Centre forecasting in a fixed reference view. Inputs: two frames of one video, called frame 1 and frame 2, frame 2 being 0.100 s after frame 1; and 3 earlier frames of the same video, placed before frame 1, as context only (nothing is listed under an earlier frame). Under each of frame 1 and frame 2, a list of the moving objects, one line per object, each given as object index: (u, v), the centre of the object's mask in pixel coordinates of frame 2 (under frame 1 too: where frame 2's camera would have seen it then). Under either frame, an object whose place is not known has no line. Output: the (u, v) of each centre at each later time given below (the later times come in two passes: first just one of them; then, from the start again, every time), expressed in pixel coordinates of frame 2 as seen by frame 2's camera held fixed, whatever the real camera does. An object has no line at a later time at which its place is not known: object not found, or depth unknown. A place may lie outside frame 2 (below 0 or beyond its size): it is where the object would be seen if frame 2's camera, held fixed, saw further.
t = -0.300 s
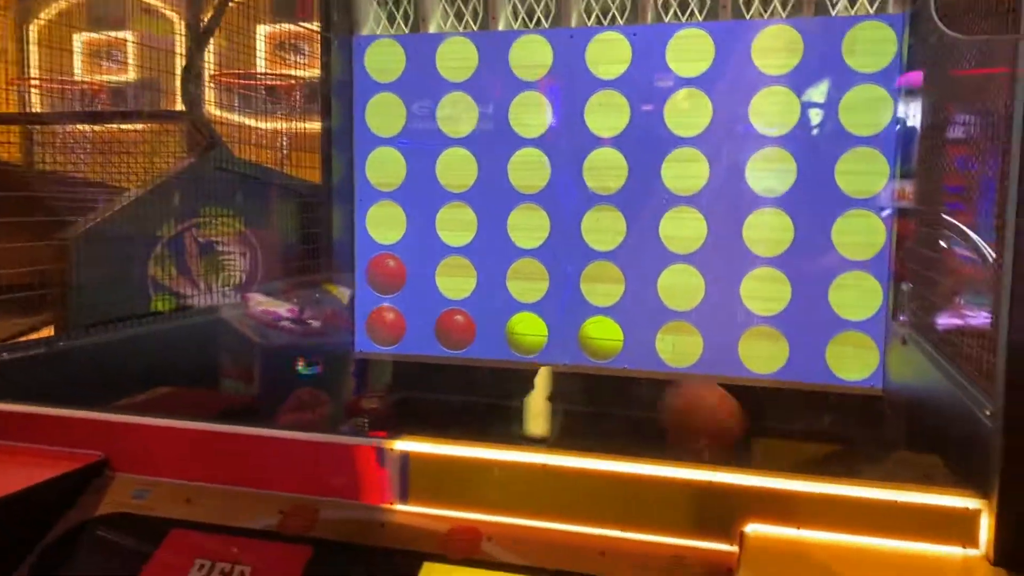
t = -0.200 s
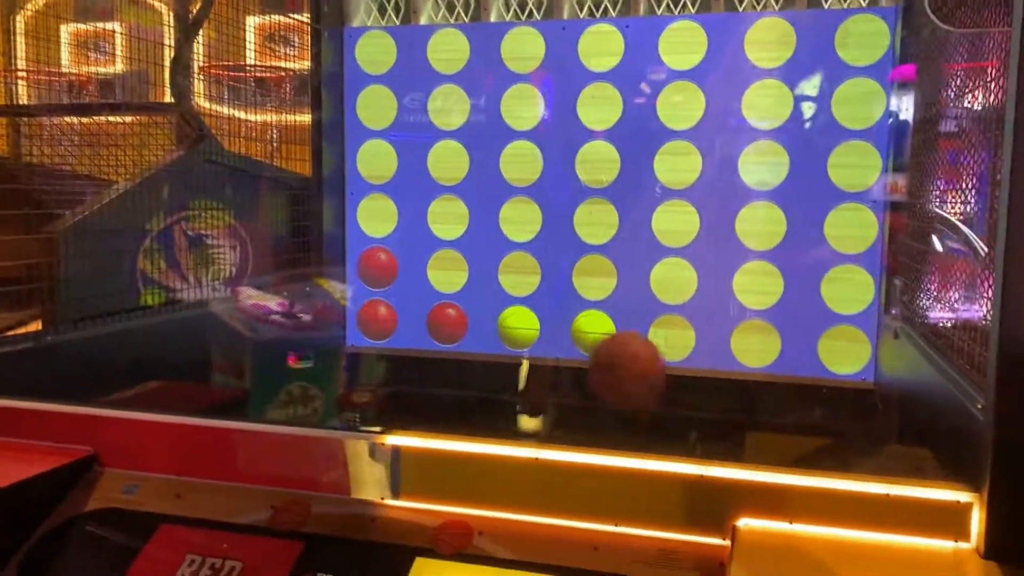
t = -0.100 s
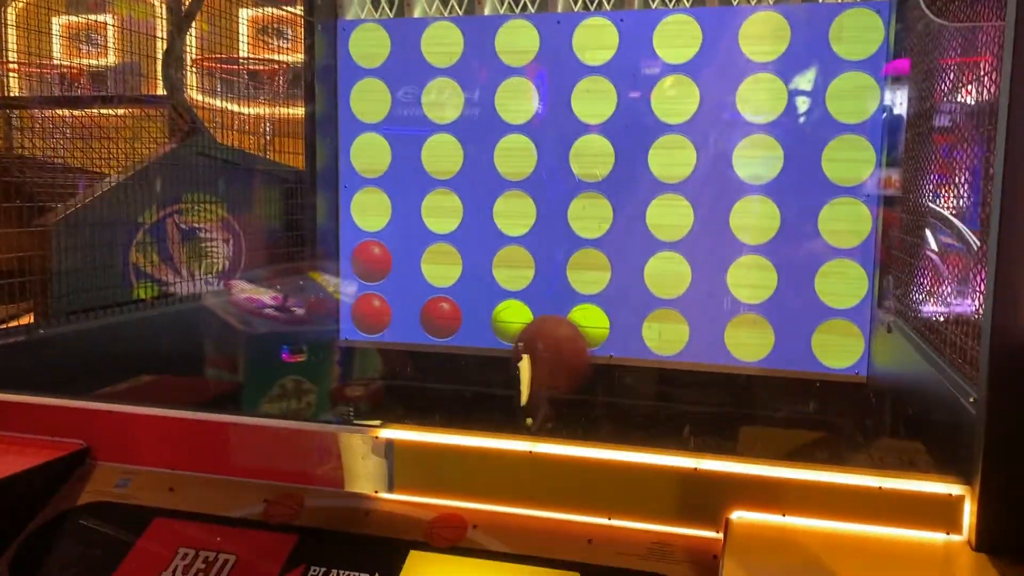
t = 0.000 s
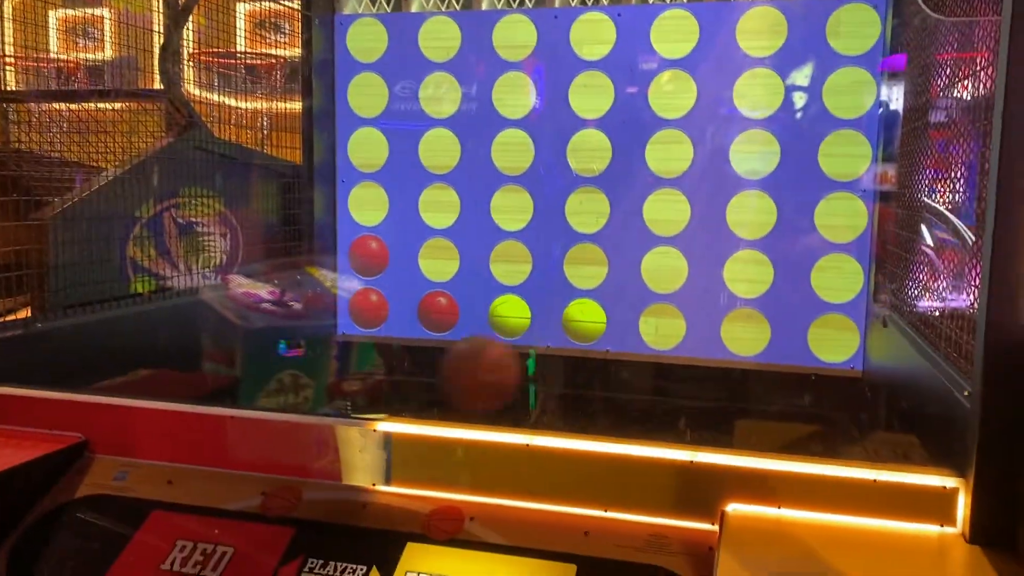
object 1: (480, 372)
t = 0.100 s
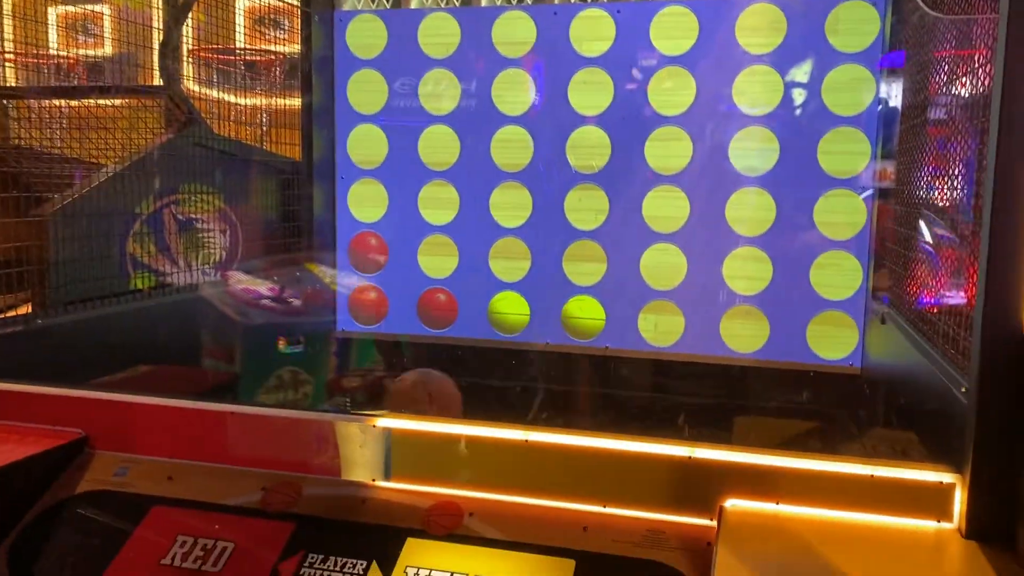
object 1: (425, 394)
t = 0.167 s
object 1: (409, 401)
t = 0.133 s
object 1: (416, 397)
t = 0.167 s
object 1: (409, 401)
